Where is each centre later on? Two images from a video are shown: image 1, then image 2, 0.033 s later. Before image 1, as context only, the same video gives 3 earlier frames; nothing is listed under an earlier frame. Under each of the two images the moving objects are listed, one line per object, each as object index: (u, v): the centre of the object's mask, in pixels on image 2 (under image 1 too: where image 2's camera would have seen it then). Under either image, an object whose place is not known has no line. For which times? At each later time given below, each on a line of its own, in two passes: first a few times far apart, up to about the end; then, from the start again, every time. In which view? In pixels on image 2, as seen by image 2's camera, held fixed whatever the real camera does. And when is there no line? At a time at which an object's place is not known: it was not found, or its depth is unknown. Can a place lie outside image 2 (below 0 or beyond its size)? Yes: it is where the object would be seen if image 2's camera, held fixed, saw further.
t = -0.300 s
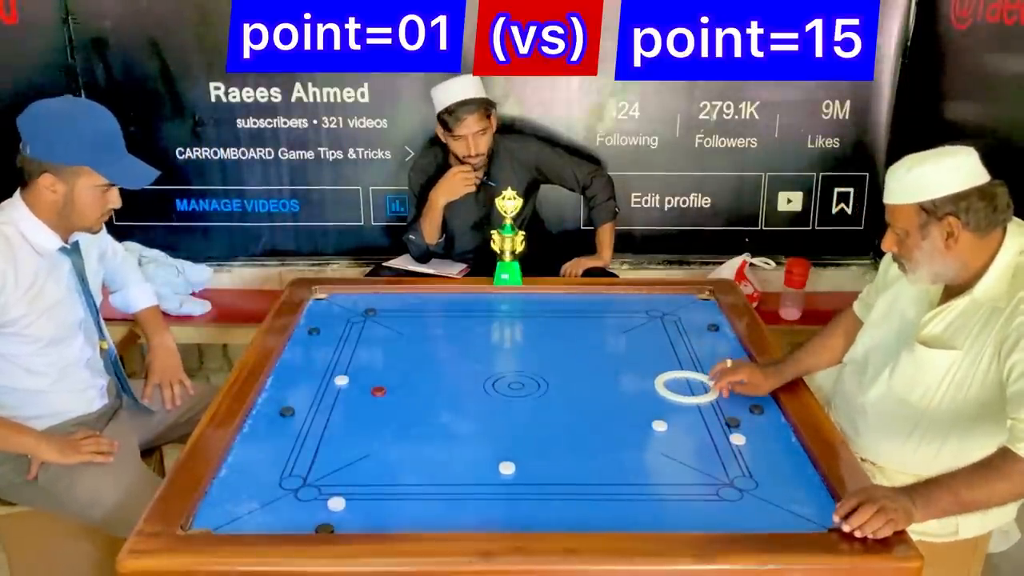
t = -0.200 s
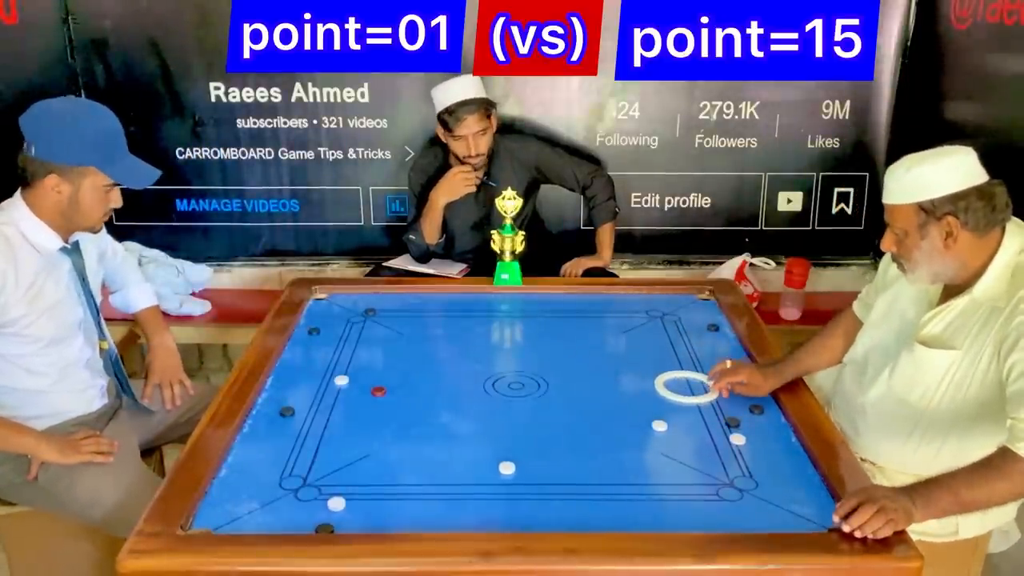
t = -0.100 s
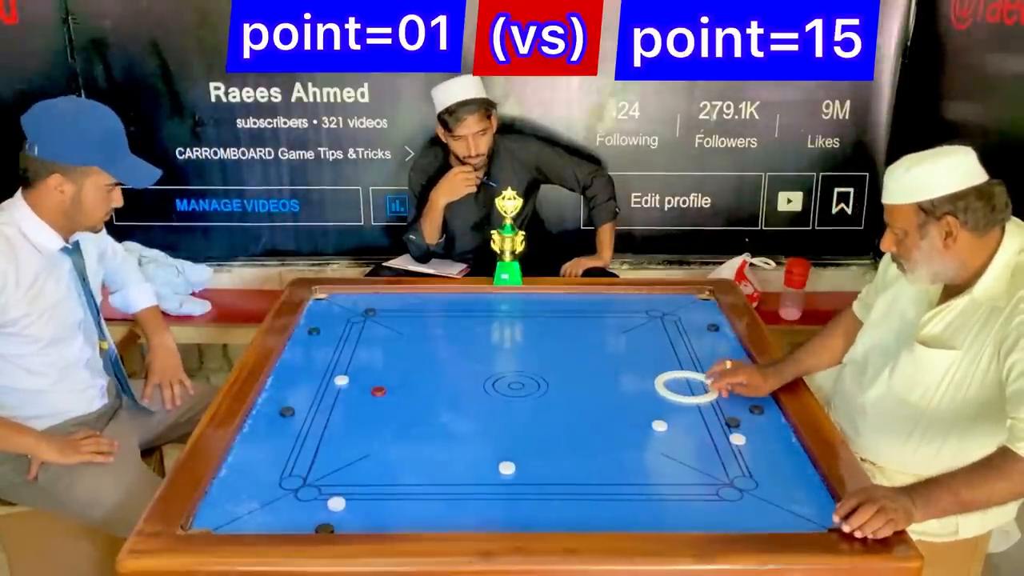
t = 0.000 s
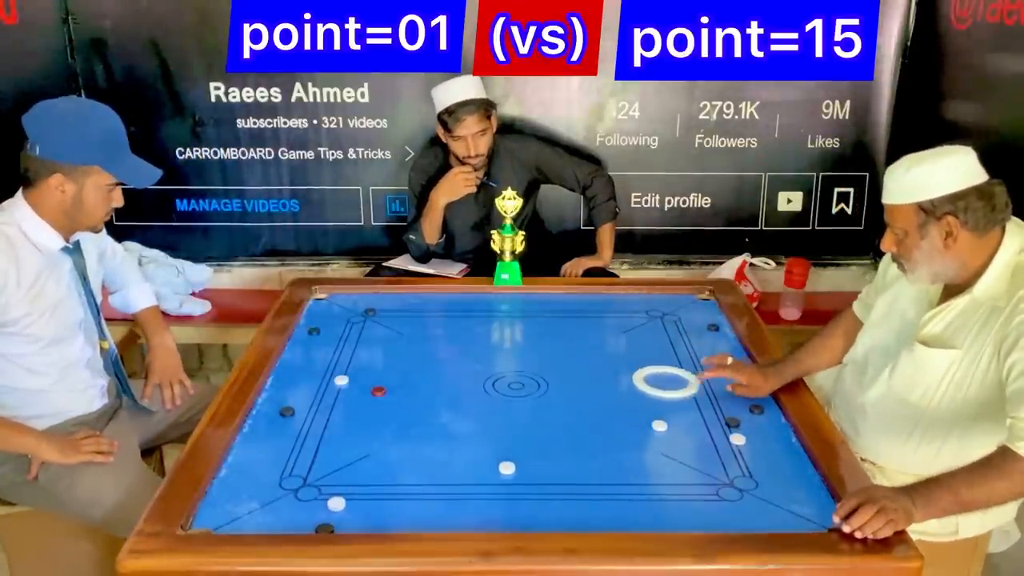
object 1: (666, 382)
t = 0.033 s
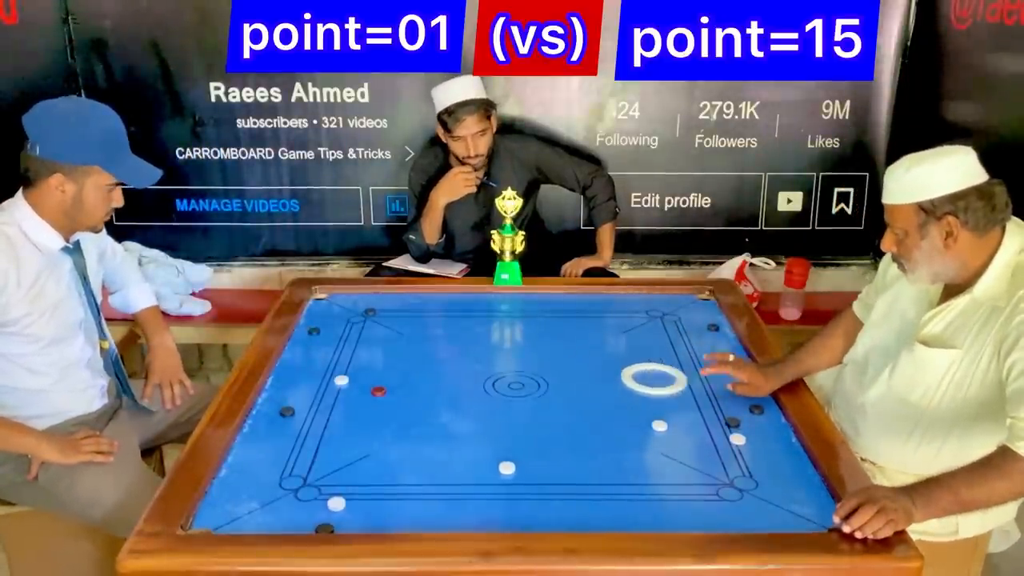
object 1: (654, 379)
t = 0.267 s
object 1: (576, 360)
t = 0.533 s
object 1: (497, 341)
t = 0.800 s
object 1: (427, 325)
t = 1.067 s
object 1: (369, 313)
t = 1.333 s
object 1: (339, 307)
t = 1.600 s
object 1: (365, 308)
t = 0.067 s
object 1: (642, 376)
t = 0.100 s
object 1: (631, 374)
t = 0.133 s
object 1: (619, 371)
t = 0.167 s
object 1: (608, 368)
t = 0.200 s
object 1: (597, 366)
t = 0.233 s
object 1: (587, 363)
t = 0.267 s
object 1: (576, 360)
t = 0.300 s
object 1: (566, 358)
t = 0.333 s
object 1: (555, 355)
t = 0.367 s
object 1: (545, 353)
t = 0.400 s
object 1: (536, 351)
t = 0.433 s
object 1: (526, 348)
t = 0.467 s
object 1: (516, 346)
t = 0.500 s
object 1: (507, 344)
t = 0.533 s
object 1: (497, 341)
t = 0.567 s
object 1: (488, 339)
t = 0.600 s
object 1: (479, 337)
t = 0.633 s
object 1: (470, 335)
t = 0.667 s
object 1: (461, 333)
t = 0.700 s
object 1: (453, 331)
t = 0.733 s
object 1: (444, 329)
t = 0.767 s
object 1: (436, 327)
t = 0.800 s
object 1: (427, 325)
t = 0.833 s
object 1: (419, 324)
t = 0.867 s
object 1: (411, 322)
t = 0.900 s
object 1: (403, 320)
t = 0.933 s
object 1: (395, 319)
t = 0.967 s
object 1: (389, 317)
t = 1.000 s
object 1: (382, 316)
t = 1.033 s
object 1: (376, 315)
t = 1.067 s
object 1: (369, 313)
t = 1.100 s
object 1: (363, 312)
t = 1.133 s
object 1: (357, 311)
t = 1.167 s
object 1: (351, 310)
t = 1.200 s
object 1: (345, 309)
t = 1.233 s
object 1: (339, 308)
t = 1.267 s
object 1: (334, 307)
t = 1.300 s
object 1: (335, 307)
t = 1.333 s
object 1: (339, 307)
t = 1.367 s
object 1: (342, 307)
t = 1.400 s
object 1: (346, 307)
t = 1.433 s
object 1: (349, 307)
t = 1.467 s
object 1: (352, 308)
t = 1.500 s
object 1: (355, 308)
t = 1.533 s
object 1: (359, 308)
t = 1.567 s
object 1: (362, 308)
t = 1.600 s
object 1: (365, 308)
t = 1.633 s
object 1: (368, 308)
